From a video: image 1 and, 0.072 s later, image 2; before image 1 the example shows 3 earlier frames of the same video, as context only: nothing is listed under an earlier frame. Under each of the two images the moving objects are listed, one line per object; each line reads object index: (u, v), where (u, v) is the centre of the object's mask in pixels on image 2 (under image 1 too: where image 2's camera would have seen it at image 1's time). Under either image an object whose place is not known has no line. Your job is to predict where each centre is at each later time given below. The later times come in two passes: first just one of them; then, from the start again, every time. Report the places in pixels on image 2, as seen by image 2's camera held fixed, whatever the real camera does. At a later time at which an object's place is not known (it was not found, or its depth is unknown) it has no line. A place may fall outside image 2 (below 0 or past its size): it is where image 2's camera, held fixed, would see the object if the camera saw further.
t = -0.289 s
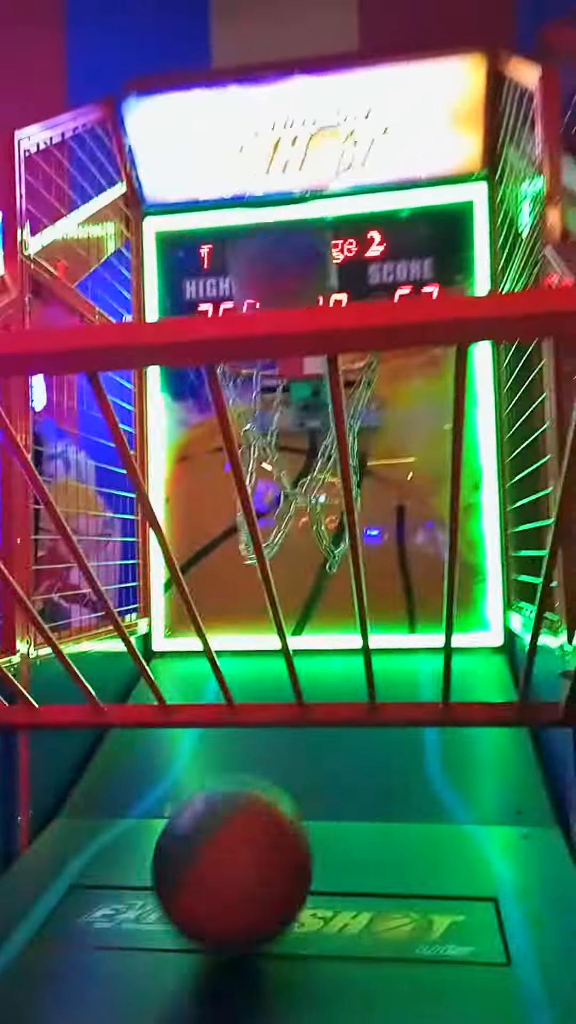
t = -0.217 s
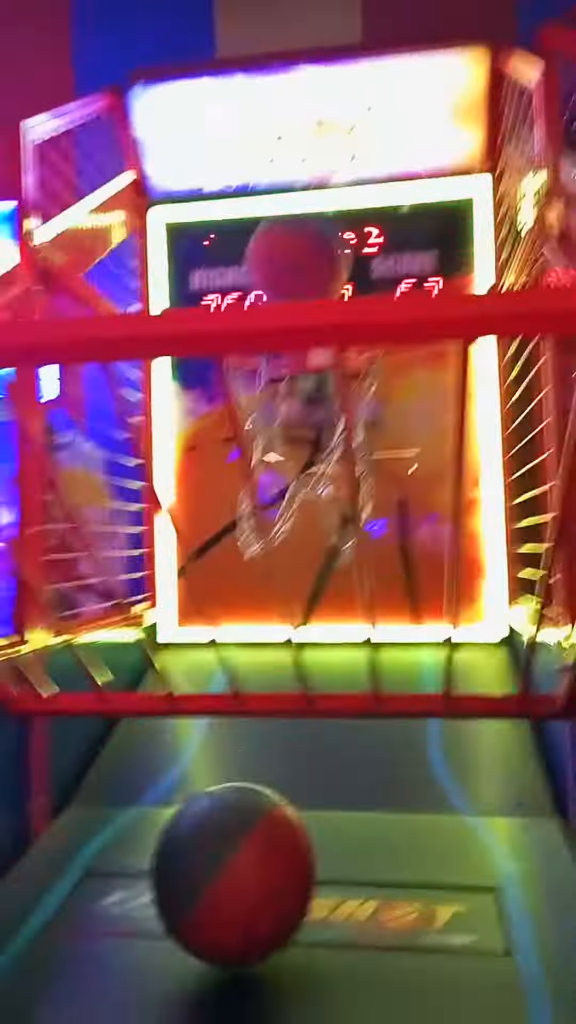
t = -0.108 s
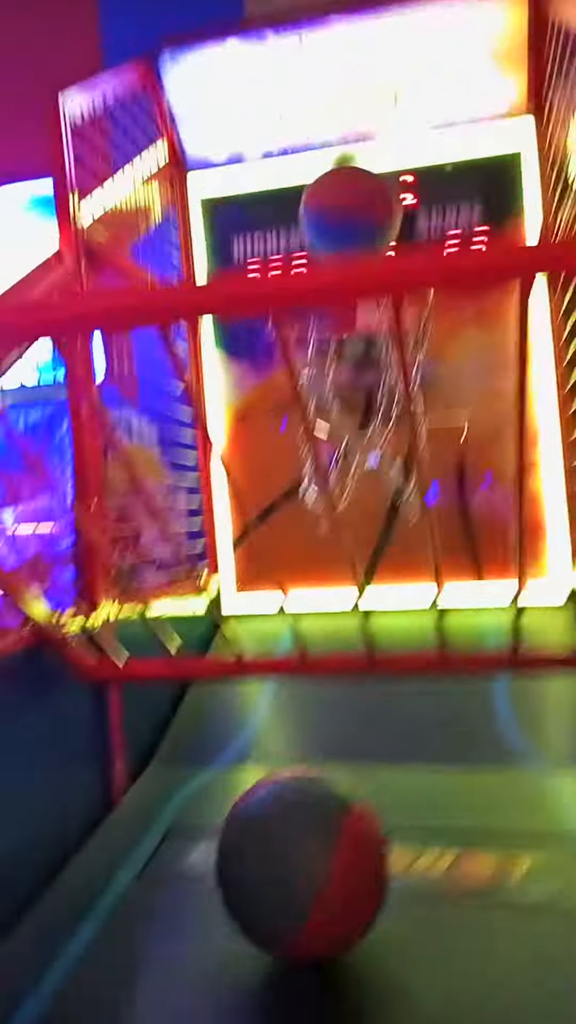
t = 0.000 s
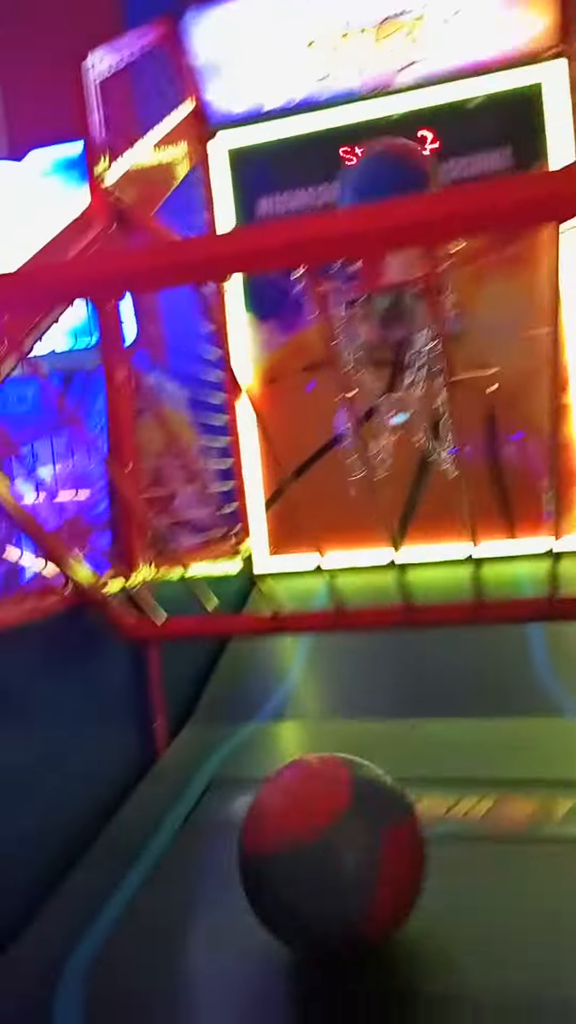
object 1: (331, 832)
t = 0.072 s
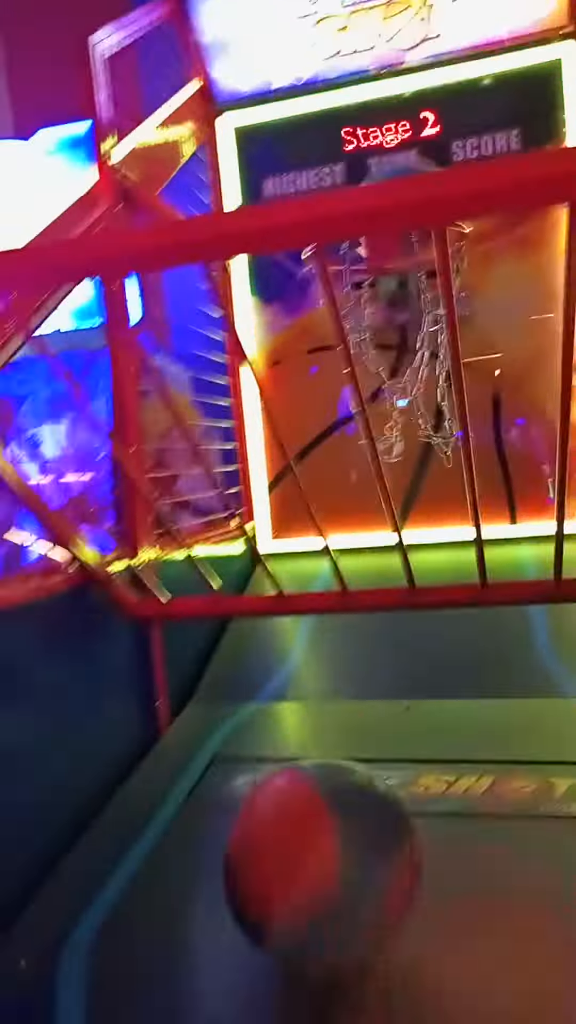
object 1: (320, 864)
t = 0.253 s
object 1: (263, 1008)
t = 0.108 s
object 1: (316, 885)
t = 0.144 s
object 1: (310, 911)
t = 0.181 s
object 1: (294, 967)
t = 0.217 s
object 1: (281, 986)
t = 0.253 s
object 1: (263, 1008)
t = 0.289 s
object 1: (257, 1024)
